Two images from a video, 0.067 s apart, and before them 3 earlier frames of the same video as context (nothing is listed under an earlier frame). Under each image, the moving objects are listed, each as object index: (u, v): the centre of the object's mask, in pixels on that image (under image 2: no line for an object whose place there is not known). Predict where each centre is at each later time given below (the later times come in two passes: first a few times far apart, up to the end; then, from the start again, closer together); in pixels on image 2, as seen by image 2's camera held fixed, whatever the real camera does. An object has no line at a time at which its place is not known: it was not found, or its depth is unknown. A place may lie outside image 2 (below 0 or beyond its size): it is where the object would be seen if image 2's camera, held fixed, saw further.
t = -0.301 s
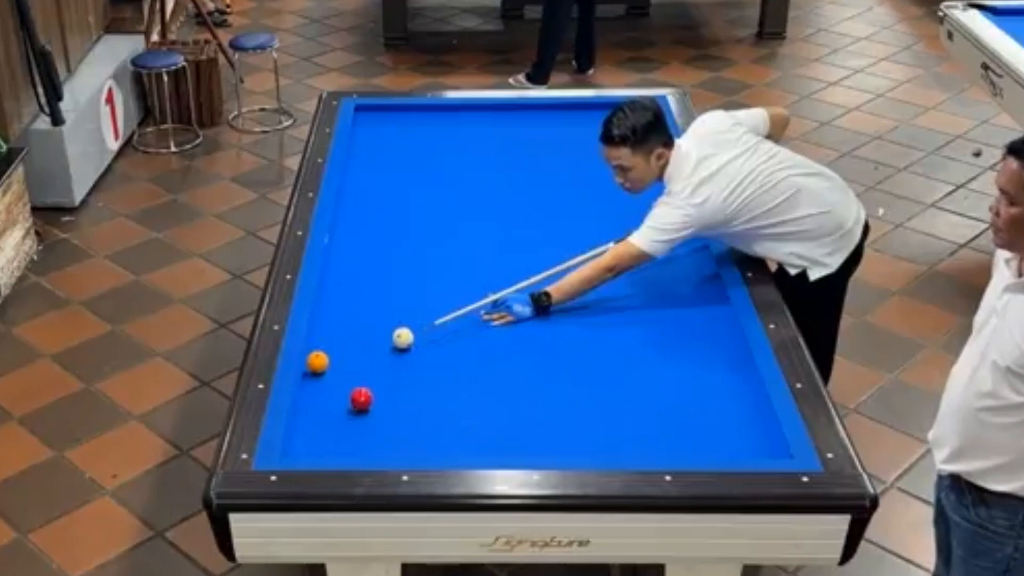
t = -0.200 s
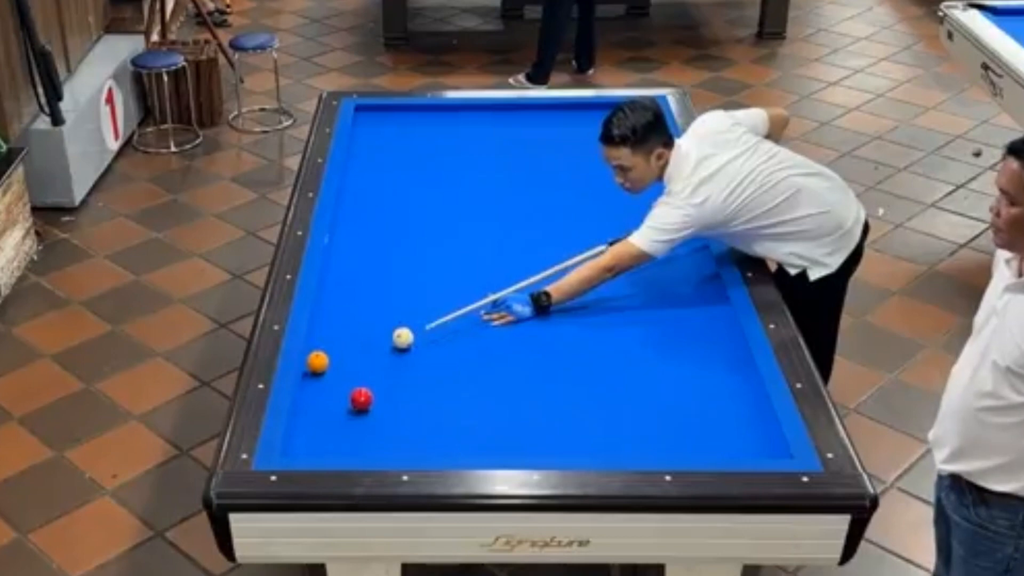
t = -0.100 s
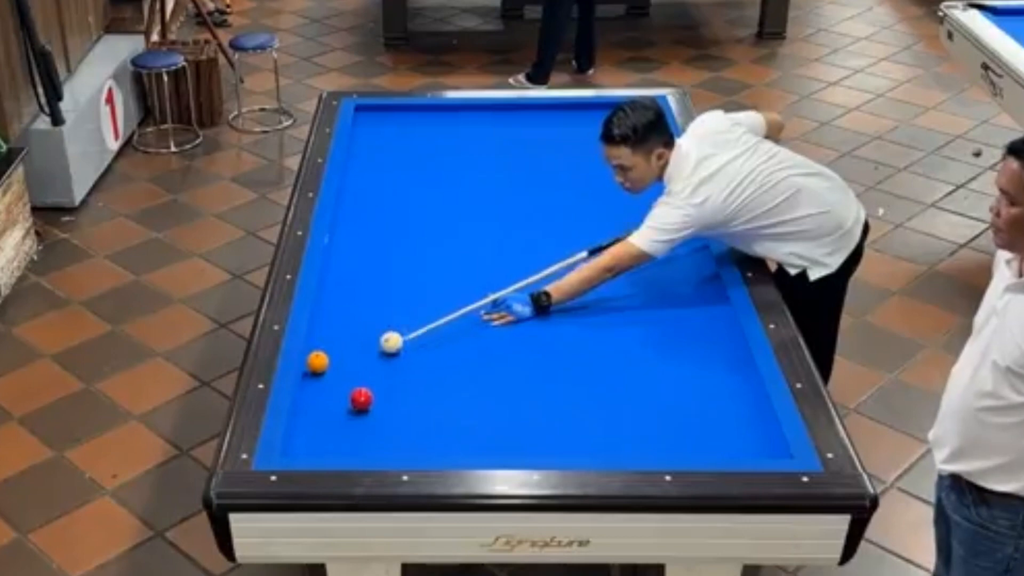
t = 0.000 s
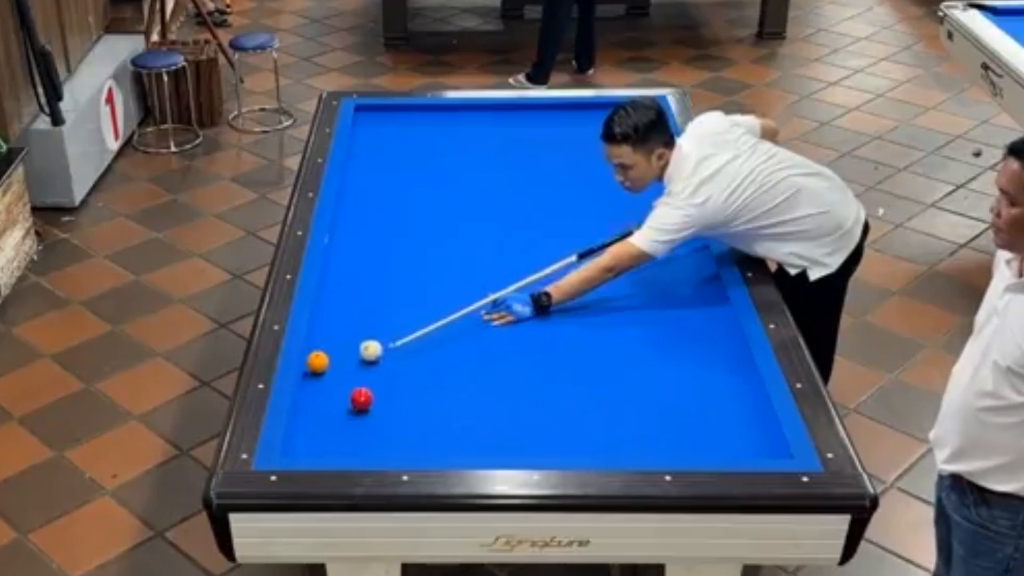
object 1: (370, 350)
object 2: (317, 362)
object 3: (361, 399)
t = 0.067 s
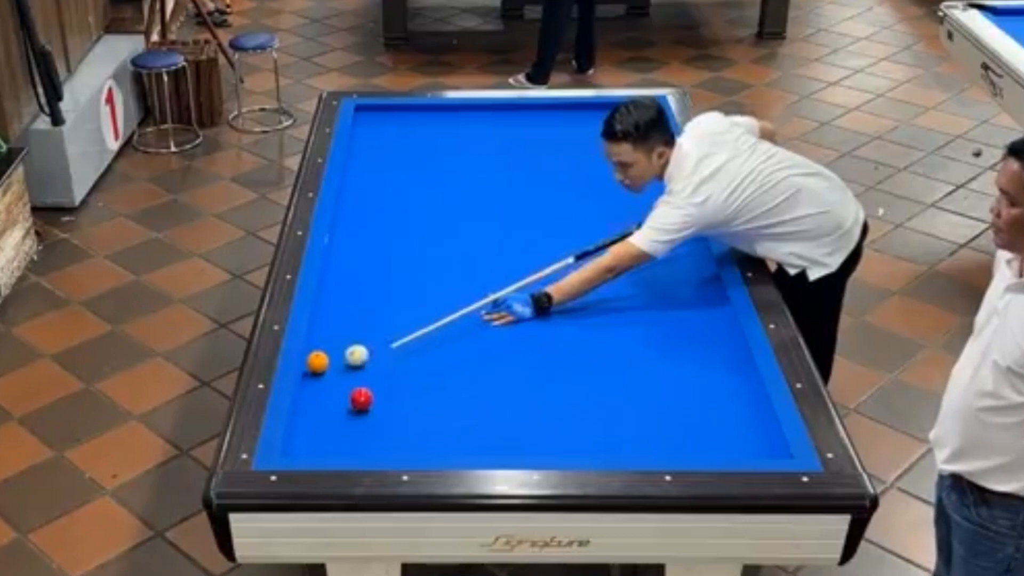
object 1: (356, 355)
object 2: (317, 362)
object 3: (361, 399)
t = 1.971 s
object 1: (362, 414)
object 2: (445, 352)
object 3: (361, 396)
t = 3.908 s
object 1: (450, 387)
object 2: (530, 345)
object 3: (357, 378)
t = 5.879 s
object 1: (474, 380)
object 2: (553, 342)
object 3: (357, 378)
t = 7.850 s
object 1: (474, 380)
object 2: (553, 343)
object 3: (357, 378)
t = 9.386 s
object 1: (474, 380)
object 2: (553, 342)
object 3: (357, 378)
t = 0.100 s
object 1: (349, 358)
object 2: (317, 362)
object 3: (361, 399)
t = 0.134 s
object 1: (342, 361)
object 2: (317, 362)
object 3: (361, 399)
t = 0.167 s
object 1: (339, 364)
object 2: (314, 362)
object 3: (361, 399)
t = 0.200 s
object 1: (337, 367)
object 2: (310, 362)
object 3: (361, 399)
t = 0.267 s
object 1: (333, 373)
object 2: (316, 361)
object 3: (361, 399)
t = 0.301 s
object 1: (331, 375)
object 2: (319, 360)
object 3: (361, 399)
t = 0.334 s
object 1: (329, 378)
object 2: (322, 360)
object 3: (361, 399)
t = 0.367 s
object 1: (326, 381)
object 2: (326, 360)
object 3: (361, 399)
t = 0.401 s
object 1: (324, 384)
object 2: (329, 360)
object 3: (361, 399)
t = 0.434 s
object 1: (322, 387)
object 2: (332, 360)
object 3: (361, 399)
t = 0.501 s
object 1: (318, 393)
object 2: (337, 360)
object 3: (361, 399)
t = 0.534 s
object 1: (315, 396)
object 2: (341, 360)
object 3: (362, 399)
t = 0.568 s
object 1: (313, 399)
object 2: (343, 359)
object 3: (361, 399)
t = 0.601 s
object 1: (311, 402)
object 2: (346, 359)
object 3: (361, 399)
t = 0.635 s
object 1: (309, 405)
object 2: (349, 359)
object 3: (361, 399)
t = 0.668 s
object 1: (306, 407)
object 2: (352, 359)
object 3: (361, 399)
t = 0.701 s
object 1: (304, 410)
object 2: (355, 358)
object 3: (361, 399)
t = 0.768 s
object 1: (300, 416)
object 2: (360, 358)
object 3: (361, 399)
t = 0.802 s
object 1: (299, 420)
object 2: (363, 358)
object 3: (361, 399)
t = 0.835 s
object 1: (300, 423)
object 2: (366, 358)
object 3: (361, 399)
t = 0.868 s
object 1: (300, 426)
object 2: (368, 357)
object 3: (361, 399)
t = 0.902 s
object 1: (300, 429)
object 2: (371, 357)
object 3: (361, 399)
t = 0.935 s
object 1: (301, 432)
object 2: (374, 357)
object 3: (361, 399)
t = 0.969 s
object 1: (301, 436)
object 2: (376, 357)
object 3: (361, 399)
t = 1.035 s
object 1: (302, 442)
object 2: (382, 357)
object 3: (361, 399)
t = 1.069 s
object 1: (303, 444)
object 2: (384, 356)
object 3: (361, 399)
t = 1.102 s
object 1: (304, 447)
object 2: (386, 356)
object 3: (361, 399)
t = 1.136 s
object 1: (304, 451)
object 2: (389, 356)
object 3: (361, 399)
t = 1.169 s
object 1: (306, 450)
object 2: (391, 356)
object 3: (361, 399)
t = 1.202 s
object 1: (309, 448)
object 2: (394, 356)
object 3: (361, 399)
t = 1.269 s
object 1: (314, 444)
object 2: (399, 355)
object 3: (361, 399)
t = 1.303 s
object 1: (317, 443)
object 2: (401, 355)
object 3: (361, 399)
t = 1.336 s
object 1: (319, 442)
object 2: (404, 355)
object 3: (361, 399)
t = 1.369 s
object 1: (321, 441)
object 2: (406, 355)
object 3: (361, 399)
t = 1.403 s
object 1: (323, 439)
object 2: (408, 354)
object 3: (361, 399)
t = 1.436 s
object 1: (326, 437)
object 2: (411, 354)
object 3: (361, 399)
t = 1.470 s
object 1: (328, 436)
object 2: (413, 354)
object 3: (361, 399)
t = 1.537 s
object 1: (333, 433)
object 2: (418, 354)
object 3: (361, 399)
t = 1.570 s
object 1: (336, 431)
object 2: (420, 354)
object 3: (361, 399)
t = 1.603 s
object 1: (338, 430)
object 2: (422, 354)
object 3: (361, 399)
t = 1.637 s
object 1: (340, 428)
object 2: (424, 353)
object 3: (362, 398)
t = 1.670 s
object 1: (343, 427)
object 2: (427, 353)
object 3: (361, 399)
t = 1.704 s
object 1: (345, 425)
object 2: (429, 353)
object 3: (361, 399)
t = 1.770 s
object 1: (349, 422)
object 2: (433, 353)
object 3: (361, 399)
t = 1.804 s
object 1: (351, 421)
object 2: (435, 353)
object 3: (362, 398)
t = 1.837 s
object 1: (354, 419)
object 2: (437, 353)
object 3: (362, 398)
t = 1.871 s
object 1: (356, 418)
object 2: (439, 353)
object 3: (362, 397)
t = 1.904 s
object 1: (357, 417)
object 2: (441, 352)
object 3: (361, 397)
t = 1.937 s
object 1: (359, 416)
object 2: (443, 352)
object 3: (362, 397)
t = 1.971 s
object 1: (362, 414)
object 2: (445, 352)
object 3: (361, 396)
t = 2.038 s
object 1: (366, 412)
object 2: (449, 352)
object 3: (361, 396)
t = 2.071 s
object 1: (368, 411)
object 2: (451, 352)
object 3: (360, 395)
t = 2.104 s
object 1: (370, 410)
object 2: (453, 352)
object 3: (360, 395)
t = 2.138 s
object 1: (372, 410)
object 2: (455, 351)
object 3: (360, 395)
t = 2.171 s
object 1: (374, 409)
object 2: (457, 351)
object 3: (361, 395)
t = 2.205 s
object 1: (376, 409)
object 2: (459, 351)
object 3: (361, 394)
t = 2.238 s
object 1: (378, 408)
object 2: (461, 351)
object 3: (361, 394)
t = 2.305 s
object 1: (381, 407)
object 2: (464, 350)
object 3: (361, 393)
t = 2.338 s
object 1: (383, 406)
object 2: (466, 350)
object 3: (361, 393)
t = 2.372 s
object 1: (385, 406)
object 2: (469, 350)
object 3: (361, 392)
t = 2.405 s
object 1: (387, 405)
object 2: (470, 350)
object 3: (361, 391)
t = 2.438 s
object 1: (389, 405)
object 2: (472, 350)
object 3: (361, 391)
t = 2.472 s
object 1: (391, 404)
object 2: (474, 350)
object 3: (360, 391)
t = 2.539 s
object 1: (394, 404)
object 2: (477, 350)
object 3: (360, 389)
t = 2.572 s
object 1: (396, 403)
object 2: (478, 349)
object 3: (360, 389)
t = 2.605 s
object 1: (398, 402)
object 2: (480, 349)
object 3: (360, 388)
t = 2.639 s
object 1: (400, 402)
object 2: (482, 349)
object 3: (360, 388)
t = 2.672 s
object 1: (401, 401)
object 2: (483, 349)
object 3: (360, 387)
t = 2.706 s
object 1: (403, 401)
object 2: (485, 349)
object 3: (360, 386)
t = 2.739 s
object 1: (405, 400)
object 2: (487, 349)
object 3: (360, 386)
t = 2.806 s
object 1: (408, 399)
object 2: (489, 349)
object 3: (360, 385)
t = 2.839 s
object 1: (410, 399)
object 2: (491, 348)
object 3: (360, 385)
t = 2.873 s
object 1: (411, 399)
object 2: (493, 348)
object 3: (360, 384)
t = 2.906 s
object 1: (413, 398)
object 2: (494, 348)
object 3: (360, 384)
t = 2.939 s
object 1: (414, 397)
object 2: (496, 348)
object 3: (359, 384)
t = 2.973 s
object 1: (416, 397)
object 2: (497, 348)
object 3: (359, 383)
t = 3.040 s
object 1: (418, 396)
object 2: (500, 348)
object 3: (359, 383)
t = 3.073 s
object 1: (420, 396)
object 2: (502, 348)
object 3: (359, 383)
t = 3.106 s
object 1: (422, 395)
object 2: (503, 348)
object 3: (359, 382)
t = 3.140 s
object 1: (423, 395)
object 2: (504, 347)
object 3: (359, 382)
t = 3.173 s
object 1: (424, 395)
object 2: (505, 347)
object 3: (359, 382)
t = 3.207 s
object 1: (426, 394)
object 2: (506, 347)
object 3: (359, 382)
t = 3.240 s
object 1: (427, 394)
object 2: (508, 347)
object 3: (359, 381)
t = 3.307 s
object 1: (430, 393)
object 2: (511, 346)
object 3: (359, 381)
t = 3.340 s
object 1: (431, 392)
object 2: (512, 346)
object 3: (358, 380)
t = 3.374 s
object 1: (432, 392)
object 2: (513, 346)
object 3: (358, 380)
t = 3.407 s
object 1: (433, 392)
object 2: (514, 346)
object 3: (358, 380)
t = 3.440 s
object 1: (435, 391)
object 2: (515, 346)
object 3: (358, 380)
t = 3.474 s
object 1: (436, 391)
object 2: (517, 346)
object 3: (358, 380)
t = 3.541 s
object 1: (438, 391)
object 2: (519, 346)
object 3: (358, 379)
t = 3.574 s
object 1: (439, 390)
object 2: (520, 346)
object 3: (358, 379)
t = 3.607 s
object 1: (440, 390)
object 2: (521, 346)
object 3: (357, 379)
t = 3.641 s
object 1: (441, 390)
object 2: (522, 346)
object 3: (357, 379)
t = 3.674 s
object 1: (443, 389)
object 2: (523, 345)
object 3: (357, 379)
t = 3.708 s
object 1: (444, 389)
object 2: (524, 345)
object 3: (357, 378)
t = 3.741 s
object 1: (445, 388)
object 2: (525, 345)
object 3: (357, 378)
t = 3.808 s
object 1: (447, 388)
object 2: (527, 345)
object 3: (357, 378)
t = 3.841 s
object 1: (448, 388)
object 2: (528, 345)
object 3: (357, 378)
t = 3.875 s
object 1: (449, 387)
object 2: (529, 345)
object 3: (357, 378)
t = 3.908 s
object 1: (450, 387)
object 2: (530, 345)
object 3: (357, 378)
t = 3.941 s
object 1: (451, 387)
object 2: (531, 345)
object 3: (357, 378)
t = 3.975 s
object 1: (452, 386)
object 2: (532, 344)
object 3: (357, 378)
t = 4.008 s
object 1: (453, 386)
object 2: (533, 344)
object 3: (357, 378)
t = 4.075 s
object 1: (454, 386)
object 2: (535, 344)
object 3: (357, 378)
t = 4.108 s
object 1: (455, 386)
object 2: (536, 344)
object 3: (357, 378)
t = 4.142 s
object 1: (456, 385)
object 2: (536, 344)
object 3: (357, 378)
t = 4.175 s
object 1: (457, 385)
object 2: (537, 344)
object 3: (357, 378)
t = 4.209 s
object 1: (458, 385)
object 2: (538, 344)
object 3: (357, 378)
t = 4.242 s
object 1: (458, 385)
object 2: (539, 344)
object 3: (357, 378)
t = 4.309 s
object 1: (460, 384)
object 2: (540, 344)
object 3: (357, 378)
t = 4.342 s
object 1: (461, 384)
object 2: (541, 344)
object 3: (357, 378)
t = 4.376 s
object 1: (461, 384)
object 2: (541, 344)
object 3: (357, 378)
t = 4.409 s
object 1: (462, 384)
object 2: (542, 344)
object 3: (357, 378)
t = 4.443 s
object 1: (463, 384)
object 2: (543, 344)
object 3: (357, 378)
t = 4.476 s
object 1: (463, 384)
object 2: (543, 343)
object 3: (357, 378)
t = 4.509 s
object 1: (464, 383)
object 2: (544, 343)
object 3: (357, 378)
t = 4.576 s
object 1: (465, 383)
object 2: (545, 343)
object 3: (357, 378)
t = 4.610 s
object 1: (466, 383)
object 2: (546, 343)
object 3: (357, 378)
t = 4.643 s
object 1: (466, 383)
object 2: (546, 343)
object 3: (357, 378)
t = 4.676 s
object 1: (467, 382)
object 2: (547, 343)
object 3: (357, 378)
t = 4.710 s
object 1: (467, 382)
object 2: (547, 343)
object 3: (357, 378)
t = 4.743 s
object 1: (468, 382)
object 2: (548, 343)
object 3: (357, 378)
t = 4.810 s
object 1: (469, 382)
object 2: (549, 343)
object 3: (357, 378)
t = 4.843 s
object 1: (469, 382)
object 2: (549, 343)
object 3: (357, 378)
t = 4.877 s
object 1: (470, 382)
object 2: (549, 343)
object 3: (357, 378)
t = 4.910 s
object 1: (470, 382)
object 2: (550, 343)
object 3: (357, 378)
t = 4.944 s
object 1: (470, 382)
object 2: (550, 343)
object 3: (357, 378)
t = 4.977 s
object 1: (471, 382)
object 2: (550, 343)
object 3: (357, 378)
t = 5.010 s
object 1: (471, 382)
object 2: (551, 343)
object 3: (357, 378)
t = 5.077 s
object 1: (472, 381)
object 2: (551, 343)
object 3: (357, 378)
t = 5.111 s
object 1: (472, 381)
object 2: (552, 343)
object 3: (357, 378)
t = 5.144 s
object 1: (472, 381)
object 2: (552, 343)
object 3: (357, 378)
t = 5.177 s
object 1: (473, 381)
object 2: (552, 343)
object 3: (357, 378)
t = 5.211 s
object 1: (473, 381)
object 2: (552, 343)
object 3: (357, 378)
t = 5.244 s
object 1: (473, 381)
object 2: (552, 343)
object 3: (357, 378)
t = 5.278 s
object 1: (473, 381)
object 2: (553, 343)
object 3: (357, 378)
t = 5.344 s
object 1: (473, 380)
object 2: (553, 342)
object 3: (357, 378)
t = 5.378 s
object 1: (473, 380)
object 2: (553, 342)
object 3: (357, 378)
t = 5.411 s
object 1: (473, 380)
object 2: (553, 342)
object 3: (357, 378)
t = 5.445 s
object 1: (473, 380)
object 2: (553, 342)
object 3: (357, 378)
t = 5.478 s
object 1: (473, 380)
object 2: (553, 342)
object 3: (357, 378)
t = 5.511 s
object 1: (474, 380)
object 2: (553, 342)
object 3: (357, 378)
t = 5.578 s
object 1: (474, 380)
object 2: (553, 342)
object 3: (357, 378)
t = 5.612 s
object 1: (474, 380)
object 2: (553, 342)
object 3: (357, 378)
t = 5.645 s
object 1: (474, 380)
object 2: (553, 342)
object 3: (357, 378)
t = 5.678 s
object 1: (474, 380)
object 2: (553, 342)
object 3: (357, 378)
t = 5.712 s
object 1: (474, 380)
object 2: (553, 343)
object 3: (357, 378)
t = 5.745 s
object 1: (474, 380)
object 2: (553, 342)
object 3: (357, 378)
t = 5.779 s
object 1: (474, 380)
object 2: (553, 342)
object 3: (357, 378)
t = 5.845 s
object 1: (474, 380)
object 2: (553, 342)
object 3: (357, 378)
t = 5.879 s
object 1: (474, 380)
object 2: (553, 342)
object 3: (357, 378)
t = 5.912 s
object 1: (474, 380)
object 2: (553, 342)
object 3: (357, 378)
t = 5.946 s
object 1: (474, 380)
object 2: (553, 342)
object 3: (357, 378)
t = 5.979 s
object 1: (474, 380)
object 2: (553, 342)
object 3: (357, 378)
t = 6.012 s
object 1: (474, 380)
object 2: (553, 342)
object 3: (357, 378)
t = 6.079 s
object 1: (474, 380)
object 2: (553, 342)
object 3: (357, 378)
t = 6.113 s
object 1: (474, 380)
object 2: (553, 342)
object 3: (357, 378)
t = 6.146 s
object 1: (474, 380)
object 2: (553, 342)
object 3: (357, 378)
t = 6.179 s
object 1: (474, 380)
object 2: (553, 342)
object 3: (357, 378)
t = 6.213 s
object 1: (474, 380)
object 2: (553, 342)
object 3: (357, 378)
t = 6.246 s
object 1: (474, 380)
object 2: (553, 342)
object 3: (357, 378)
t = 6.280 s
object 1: (474, 380)
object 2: (553, 343)
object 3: (357, 378)
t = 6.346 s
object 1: (474, 380)
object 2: (553, 343)
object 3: (357, 378)
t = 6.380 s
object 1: (474, 380)
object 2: (553, 343)
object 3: (357, 378)
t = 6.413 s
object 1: (474, 380)
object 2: (553, 343)
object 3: (357, 378)
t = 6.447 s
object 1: (474, 380)
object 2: (553, 343)
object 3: (357, 378)
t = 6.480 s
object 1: (474, 380)
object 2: (553, 343)
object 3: (357, 378)
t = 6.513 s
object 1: (474, 380)
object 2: (553, 343)
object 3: (357, 378)
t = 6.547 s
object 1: (474, 380)
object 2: (553, 343)
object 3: (357, 378)
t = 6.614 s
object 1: (474, 380)
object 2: (553, 343)
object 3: (357, 378)
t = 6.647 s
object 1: (474, 380)
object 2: (553, 343)
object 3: (357, 378)
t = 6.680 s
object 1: (474, 380)
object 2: (553, 343)
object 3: (357, 378)
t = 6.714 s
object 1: (474, 380)
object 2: (553, 343)
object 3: (357, 378)
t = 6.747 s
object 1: (474, 380)
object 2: (553, 343)
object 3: (357, 378)
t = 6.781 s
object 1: (474, 380)
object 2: (553, 343)
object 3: (357, 378)
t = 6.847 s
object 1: (474, 380)
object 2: (553, 343)
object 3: (357, 378)
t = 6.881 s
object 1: (474, 380)
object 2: (553, 343)
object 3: (357, 378)
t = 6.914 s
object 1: (474, 380)
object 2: (553, 343)
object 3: (357, 378)
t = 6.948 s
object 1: (474, 380)
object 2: (553, 343)
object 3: (357, 378)
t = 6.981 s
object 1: (474, 380)
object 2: (553, 343)
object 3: (357, 378)
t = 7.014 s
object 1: (474, 380)
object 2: (553, 343)
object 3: (357, 378)
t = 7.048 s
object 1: (474, 380)
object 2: (553, 343)
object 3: (357, 378)
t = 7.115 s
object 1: (474, 380)
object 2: (553, 343)
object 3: (357, 378)
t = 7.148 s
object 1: (474, 380)
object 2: (553, 343)
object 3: (357, 378)
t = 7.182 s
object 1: (474, 380)
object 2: (553, 343)
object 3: (357, 378)
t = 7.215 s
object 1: (474, 380)
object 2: (553, 343)
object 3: (357, 378)
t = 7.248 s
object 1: (474, 380)
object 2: (553, 343)
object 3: (357, 378)
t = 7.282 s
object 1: (474, 381)
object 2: (553, 343)
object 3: (357, 378)
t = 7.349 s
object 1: (474, 381)
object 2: (553, 343)
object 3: (357, 378)
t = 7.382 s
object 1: (474, 381)
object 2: (553, 343)
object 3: (357, 378)
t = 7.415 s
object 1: (474, 381)
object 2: (553, 343)
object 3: (357, 378)
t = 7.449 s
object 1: (474, 381)
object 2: (553, 343)
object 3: (357, 378)
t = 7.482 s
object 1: (474, 381)
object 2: (553, 343)
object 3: (357, 378)
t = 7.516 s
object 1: (474, 381)
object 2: (553, 343)
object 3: (357, 378)
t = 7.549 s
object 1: (474, 381)
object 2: (553, 343)
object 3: (357, 378)
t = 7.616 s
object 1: (474, 380)
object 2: (553, 343)
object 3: (357, 378)
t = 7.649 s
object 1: (474, 381)
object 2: (553, 343)
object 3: (357, 378)
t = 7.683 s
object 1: (474, 381)
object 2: (553, 343)
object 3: (357, 378)
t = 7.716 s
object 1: (474, 381)
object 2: (553, 343)
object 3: (357, 378)
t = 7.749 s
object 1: (474, 381)
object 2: (553, 343)
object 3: (357, 378)
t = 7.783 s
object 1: (474, 380)
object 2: (553, 343)
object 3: (357, 378)
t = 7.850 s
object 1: (474, 380)
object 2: (553, 343)
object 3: (357, 378)
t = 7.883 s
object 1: (474, 380)
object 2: (553, 343)
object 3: (357, 378)
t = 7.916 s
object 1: (474, 380)
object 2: (553, 343)
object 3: (357, 378)
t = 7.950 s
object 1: (474, 380)
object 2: (553, 343)
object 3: (357, 378)
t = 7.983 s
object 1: (474, 380)
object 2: (553, 343)
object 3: (357, 378)
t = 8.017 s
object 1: (474, 380)
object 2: (553, 343)
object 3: (357, 378)
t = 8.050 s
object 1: (474, 380)
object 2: (553, 343)
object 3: (357, 378)
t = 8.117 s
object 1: (474, 380)
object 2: (553, 343)
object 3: (357, 378)
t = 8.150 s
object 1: (474, 380)
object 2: (553, 343)
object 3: (357, 378)
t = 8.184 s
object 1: (474, 380)
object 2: (553, 343)
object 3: (357, 378)
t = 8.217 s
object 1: (474, 380)
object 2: (553, 343)
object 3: (357, 378)
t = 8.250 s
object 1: (474, 380)
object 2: (553, 343)
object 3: (357, 378)
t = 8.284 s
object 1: (474, 380)
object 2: (553, 342)
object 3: (357, 378)
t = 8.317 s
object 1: (474, 380)
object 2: (553, 342)
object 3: (357, 378)
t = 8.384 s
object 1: (474, 380)
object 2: (553, 343)
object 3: (357, 378)
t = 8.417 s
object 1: (474, 380)
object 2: (553, 343)
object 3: (357, 378)
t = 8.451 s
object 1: (474, 380)
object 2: (553, 343)
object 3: (357, 378)
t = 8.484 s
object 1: (474, 380)
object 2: (553, 343)
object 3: (357, 378)
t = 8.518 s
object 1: (474, 380)
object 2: (553, 343)
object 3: (357, 378)
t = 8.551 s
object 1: (474, 380)
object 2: (553, 343)
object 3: (357, 378)
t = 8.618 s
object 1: (474, 380)
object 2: (553, 343)
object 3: (357, 378)
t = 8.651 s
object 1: (474, 380)
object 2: (553, 343)
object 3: (357, 378)
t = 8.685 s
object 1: (474, 380)
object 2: (553, 343)
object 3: (357, 378)
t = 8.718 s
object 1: (474, 380)
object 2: (553, 343)
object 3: (357, 378)
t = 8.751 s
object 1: (474, 380)
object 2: (553, 343)
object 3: (357, 378)
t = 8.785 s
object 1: (474, 380)
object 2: (553, 342)
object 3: (357, 378)
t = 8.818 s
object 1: (474, 380)
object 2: (553, 342)
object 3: (357, 378)
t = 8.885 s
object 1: (474, 380)
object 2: (553, 342)
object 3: (357, 378)
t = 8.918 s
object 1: (474, 380)
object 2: (553, 342)
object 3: (357, 378)
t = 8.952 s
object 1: (474, 380)
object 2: (553, 342)
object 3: (357, 378)
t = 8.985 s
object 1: (474, 380)
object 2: (553, 342)
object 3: (357, 378)
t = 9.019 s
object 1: (474, 380)
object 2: (553, 342)
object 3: (357, 378)
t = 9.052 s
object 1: (474, 380)
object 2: (553, 342)
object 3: (357, 378)
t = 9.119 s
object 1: (474, 380)
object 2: (553, 342)
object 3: (357, 378)
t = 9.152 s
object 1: (474, 380)
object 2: (553, 342)
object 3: (357, 378)
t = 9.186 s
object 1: (474, 380)
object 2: (553, 342)
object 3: (357, 378)
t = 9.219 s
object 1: (474, 380)
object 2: (553, 342)
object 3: (357, 378)
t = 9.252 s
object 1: (474, 380)
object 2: (553, 342)
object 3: (357, 378)
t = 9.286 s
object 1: (474, 380)
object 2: (553, 342)
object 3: (357, 378)
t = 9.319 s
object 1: (474, 380)
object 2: (553, 342)
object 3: (357, 378)
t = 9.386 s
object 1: (474, 380)
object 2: (553, 342)
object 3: (357, 378)
